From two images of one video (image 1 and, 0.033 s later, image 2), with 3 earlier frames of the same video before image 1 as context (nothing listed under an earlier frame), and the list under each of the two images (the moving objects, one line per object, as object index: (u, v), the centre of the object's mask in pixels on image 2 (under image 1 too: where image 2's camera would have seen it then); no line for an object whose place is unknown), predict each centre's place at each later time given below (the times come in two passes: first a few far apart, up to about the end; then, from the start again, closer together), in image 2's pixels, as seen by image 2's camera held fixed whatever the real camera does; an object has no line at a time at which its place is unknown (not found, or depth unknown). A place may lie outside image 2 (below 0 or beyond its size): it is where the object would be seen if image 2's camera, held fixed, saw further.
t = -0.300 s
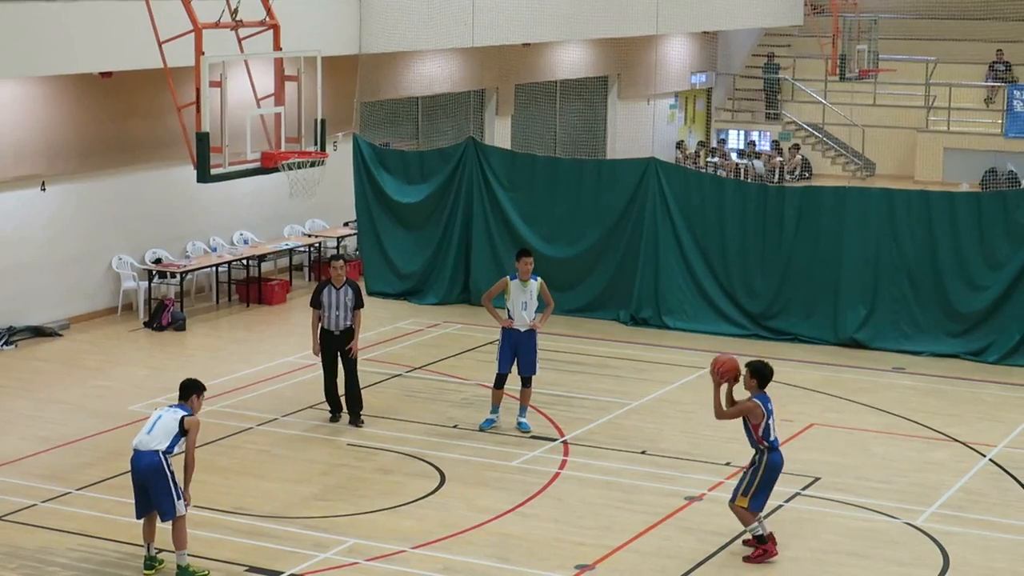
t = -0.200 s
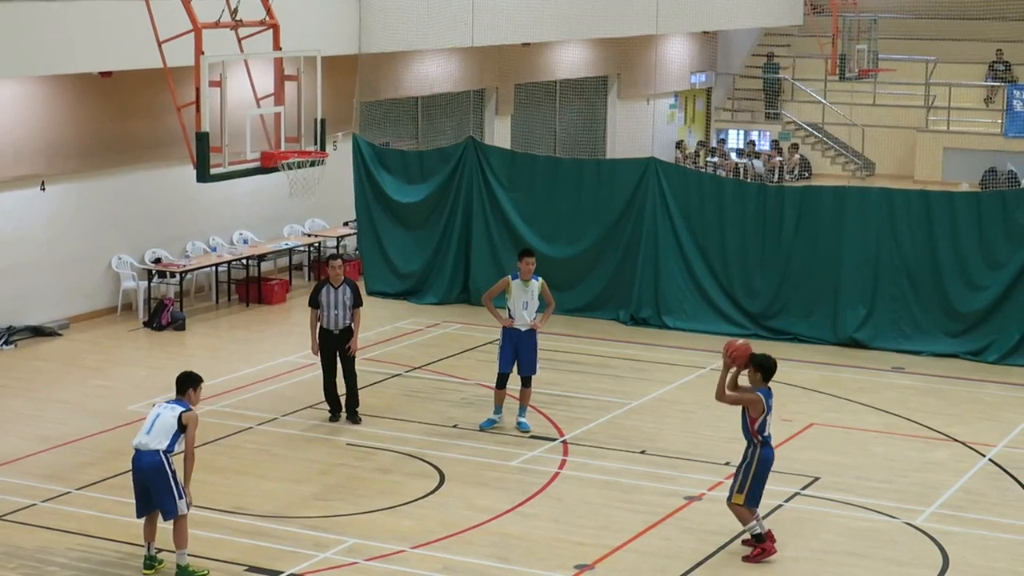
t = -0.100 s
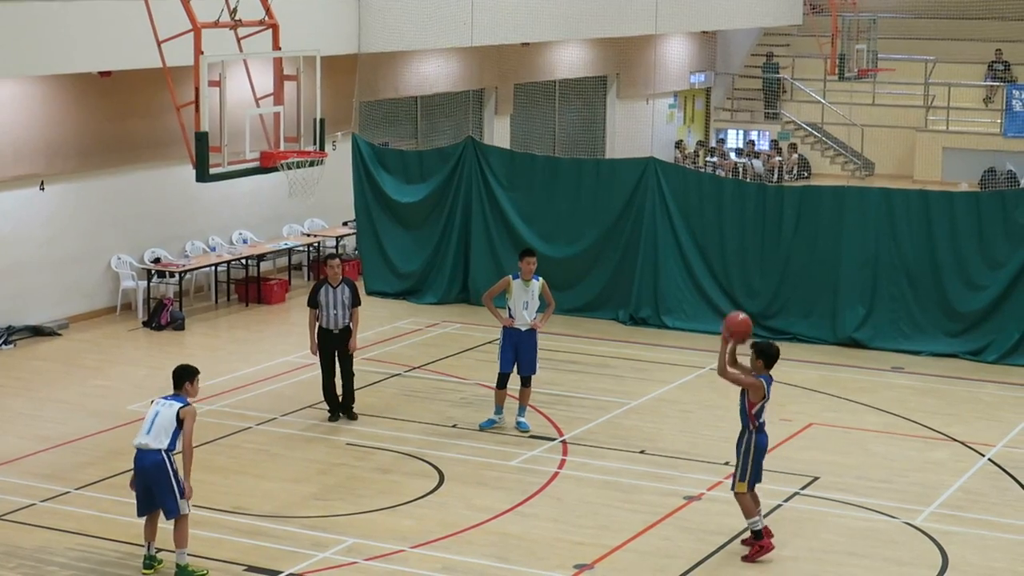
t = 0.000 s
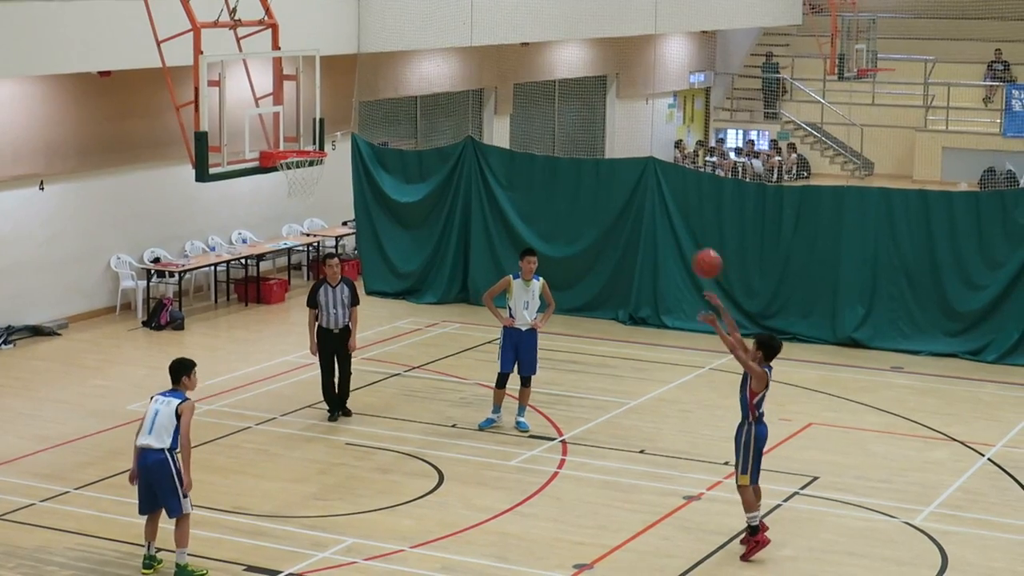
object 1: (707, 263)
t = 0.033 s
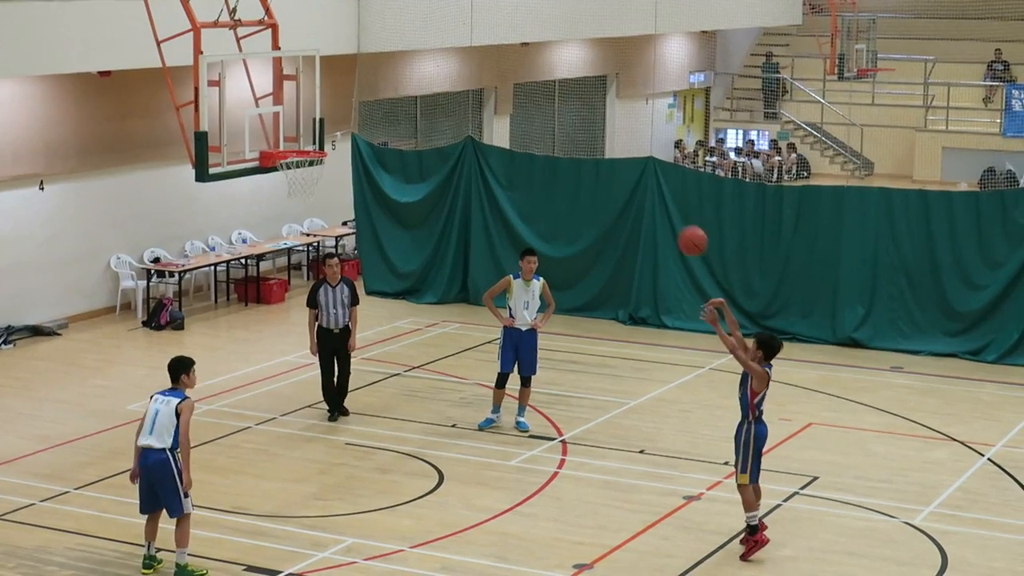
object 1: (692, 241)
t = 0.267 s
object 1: (591, 119)
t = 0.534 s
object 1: (481, 60)
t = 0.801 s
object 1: (376, 81)
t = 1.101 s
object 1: (275, 177)
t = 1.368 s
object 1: (255, 248)
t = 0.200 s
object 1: (620, 147)
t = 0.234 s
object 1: (605, 132)
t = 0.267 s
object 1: (591, 119)
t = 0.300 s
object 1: (577, 107)
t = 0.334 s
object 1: (563, 96)
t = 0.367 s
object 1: (550, 87)
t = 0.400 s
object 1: (535, 78)
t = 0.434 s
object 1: (521, 73)
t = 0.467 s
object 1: (507, 67)
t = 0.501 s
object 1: (494, 63)
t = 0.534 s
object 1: (481, 60)
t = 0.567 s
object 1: (466, 58)
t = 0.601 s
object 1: (454, 58)
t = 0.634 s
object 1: (441, 58)
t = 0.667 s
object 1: (427, 60)
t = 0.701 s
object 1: (415, 64)
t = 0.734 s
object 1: (402, 68)
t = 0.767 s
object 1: (389, 74)
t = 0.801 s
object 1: (376, 81)
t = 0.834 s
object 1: (364, 89)
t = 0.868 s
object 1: (352, 98)
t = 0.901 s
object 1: (340, 108)
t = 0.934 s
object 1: (328, 120)
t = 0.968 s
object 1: (316, 132)
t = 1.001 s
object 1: (304, 145)
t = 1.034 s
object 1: (291, 160)
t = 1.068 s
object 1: (281, 174)
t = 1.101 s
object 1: (275, 177)
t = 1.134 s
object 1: (272, 183)
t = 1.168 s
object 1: (270, 189)
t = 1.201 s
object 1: (267, 196)
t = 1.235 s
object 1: (265, 204)
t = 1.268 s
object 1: (262, 214)
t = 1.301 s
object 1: (260, 224)
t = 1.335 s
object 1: (257, 236)
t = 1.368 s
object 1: (255, 248)
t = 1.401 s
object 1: (252, 263)
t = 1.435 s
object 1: (249, 278)
